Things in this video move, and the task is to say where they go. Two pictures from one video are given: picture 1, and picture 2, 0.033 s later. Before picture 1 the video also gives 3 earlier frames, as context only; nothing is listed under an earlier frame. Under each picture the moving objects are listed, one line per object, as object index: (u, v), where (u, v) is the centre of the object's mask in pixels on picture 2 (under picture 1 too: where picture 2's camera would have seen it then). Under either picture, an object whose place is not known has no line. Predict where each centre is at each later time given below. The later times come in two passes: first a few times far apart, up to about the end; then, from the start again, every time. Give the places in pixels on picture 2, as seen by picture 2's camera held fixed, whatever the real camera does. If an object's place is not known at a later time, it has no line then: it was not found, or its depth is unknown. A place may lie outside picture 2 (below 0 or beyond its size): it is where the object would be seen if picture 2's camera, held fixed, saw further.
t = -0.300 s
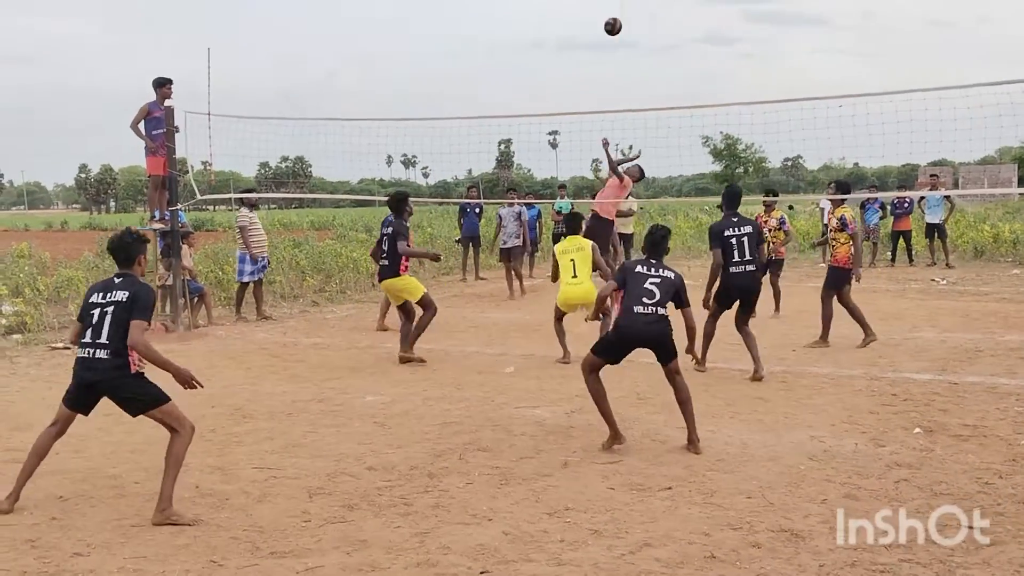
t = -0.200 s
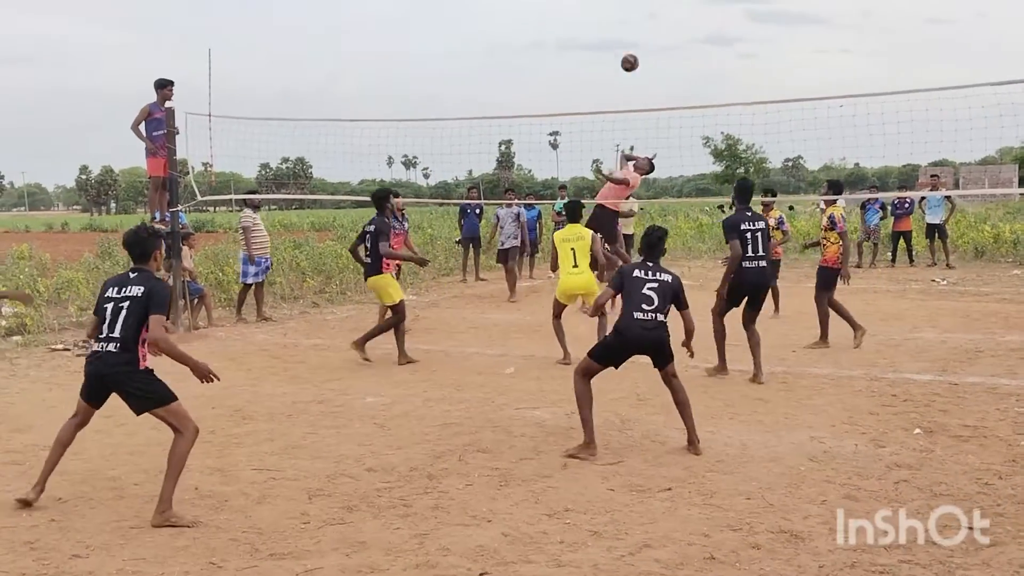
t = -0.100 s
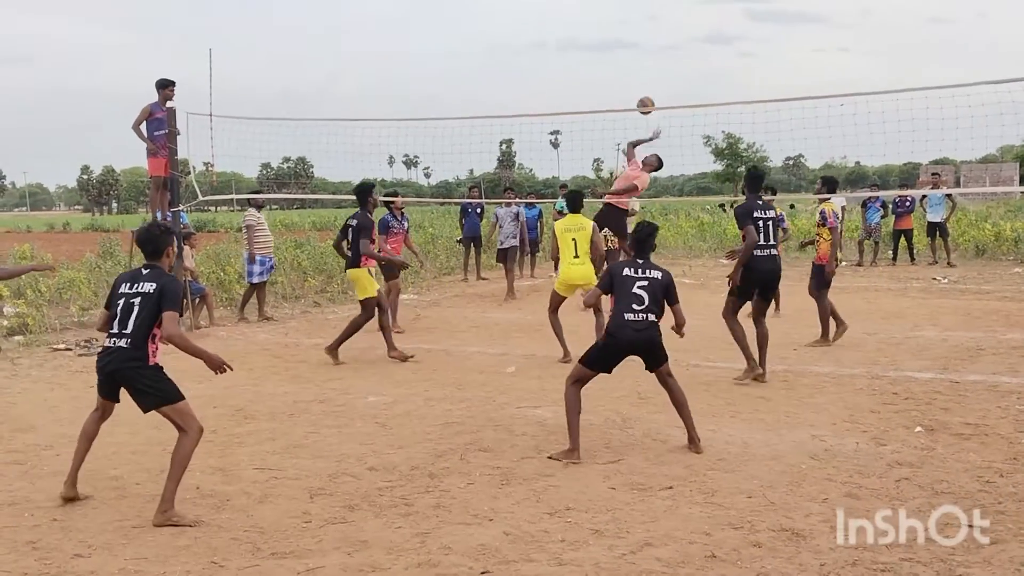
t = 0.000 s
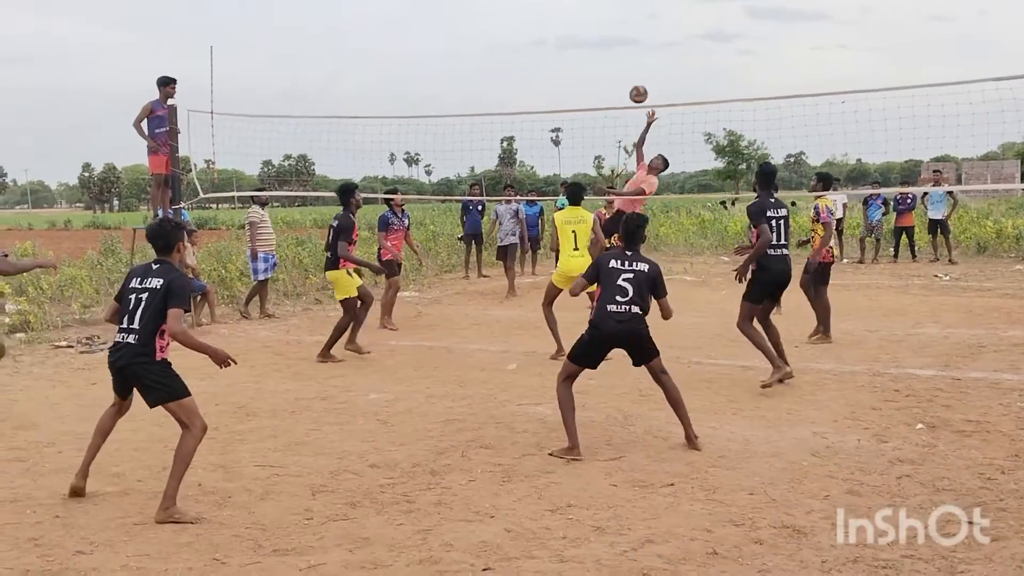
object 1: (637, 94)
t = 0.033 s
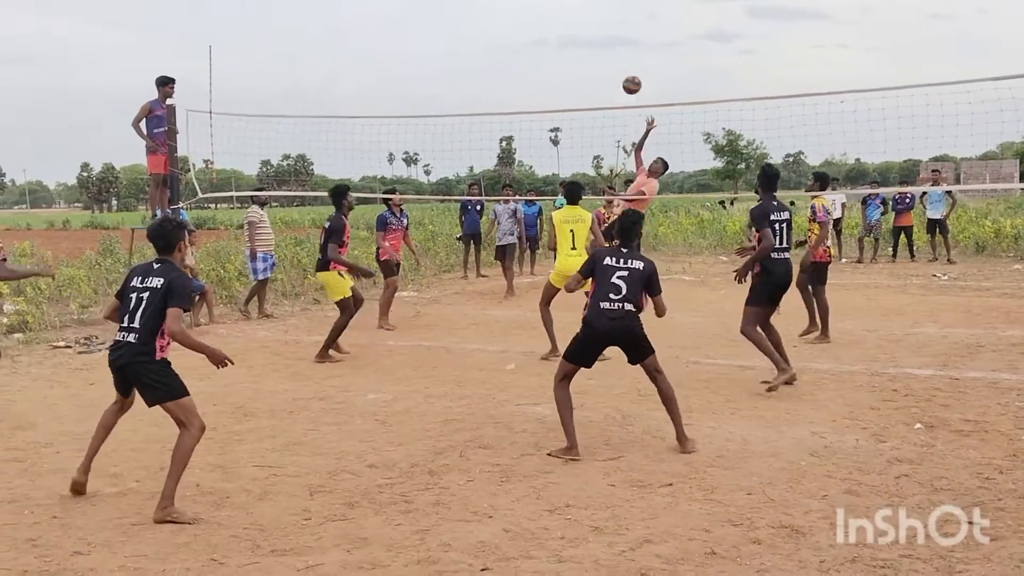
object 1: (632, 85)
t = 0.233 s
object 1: (593, 51)
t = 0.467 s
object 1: (535, 64)
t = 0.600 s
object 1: (499, 104)
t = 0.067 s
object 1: (626, 77)
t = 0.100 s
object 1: (619, 69)
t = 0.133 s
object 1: (613, 64)
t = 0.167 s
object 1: (606, 58)
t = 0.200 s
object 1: (599, 54)
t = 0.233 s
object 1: (593, 51)
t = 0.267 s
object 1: (586, 49)
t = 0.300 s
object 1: (578, 49)
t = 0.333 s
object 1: (569, 49)
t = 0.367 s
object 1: (562, 50)
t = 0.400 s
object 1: (554, 53)
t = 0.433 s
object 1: (544, 58)
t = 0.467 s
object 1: (535, 64)
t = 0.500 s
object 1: (526, 72)
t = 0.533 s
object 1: (518, 80)
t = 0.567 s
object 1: (508, 91)
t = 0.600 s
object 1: (499, 104)
